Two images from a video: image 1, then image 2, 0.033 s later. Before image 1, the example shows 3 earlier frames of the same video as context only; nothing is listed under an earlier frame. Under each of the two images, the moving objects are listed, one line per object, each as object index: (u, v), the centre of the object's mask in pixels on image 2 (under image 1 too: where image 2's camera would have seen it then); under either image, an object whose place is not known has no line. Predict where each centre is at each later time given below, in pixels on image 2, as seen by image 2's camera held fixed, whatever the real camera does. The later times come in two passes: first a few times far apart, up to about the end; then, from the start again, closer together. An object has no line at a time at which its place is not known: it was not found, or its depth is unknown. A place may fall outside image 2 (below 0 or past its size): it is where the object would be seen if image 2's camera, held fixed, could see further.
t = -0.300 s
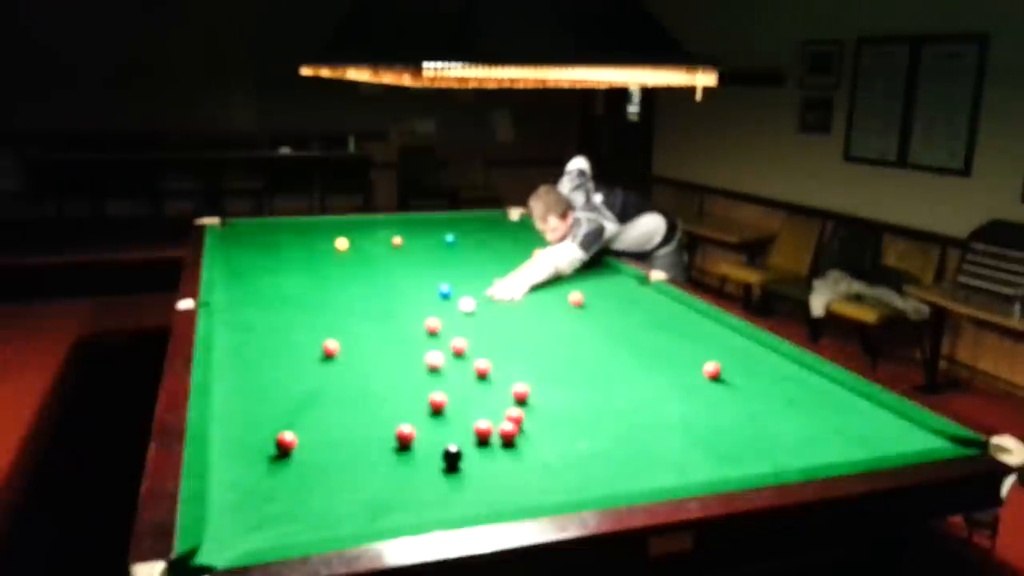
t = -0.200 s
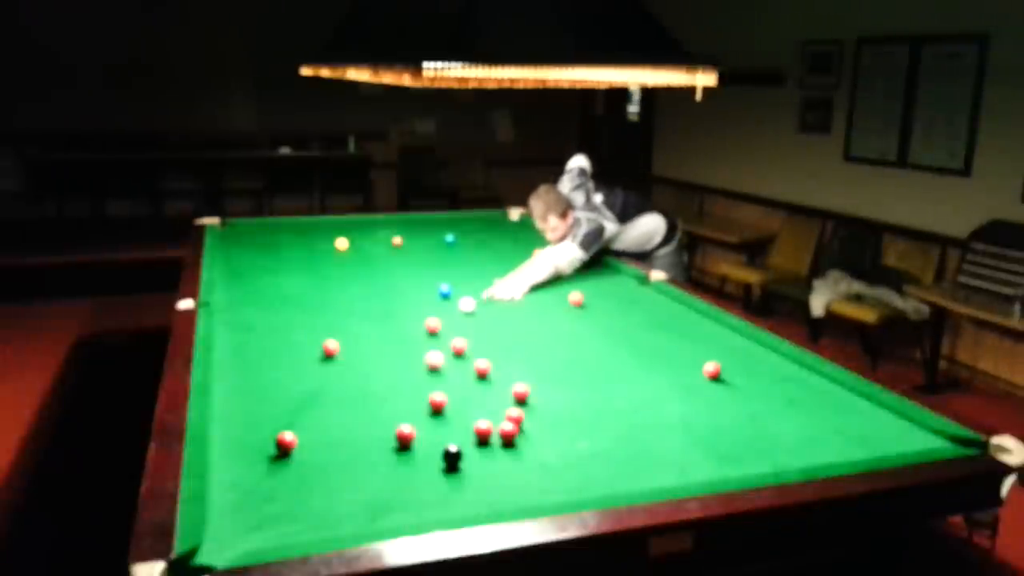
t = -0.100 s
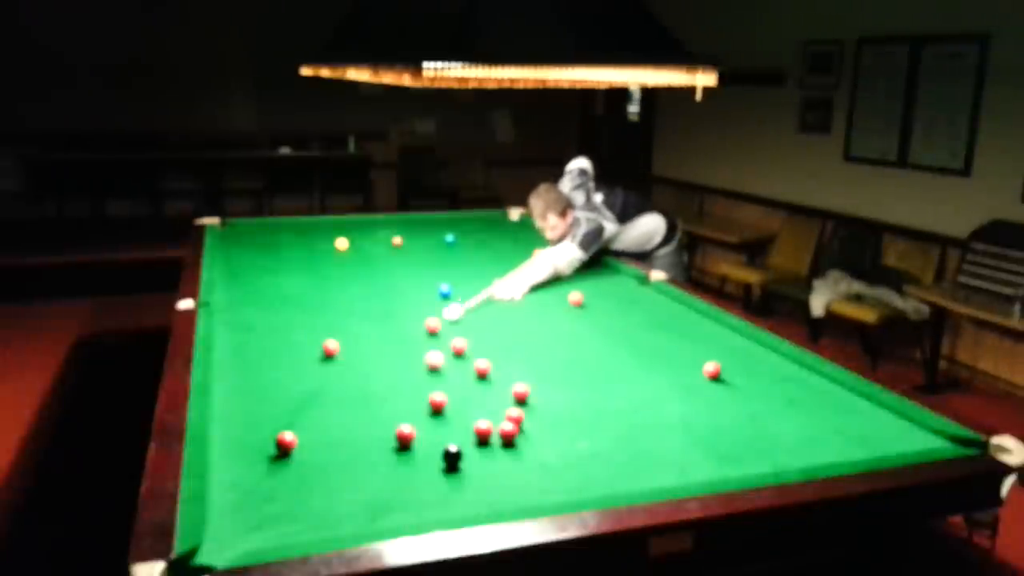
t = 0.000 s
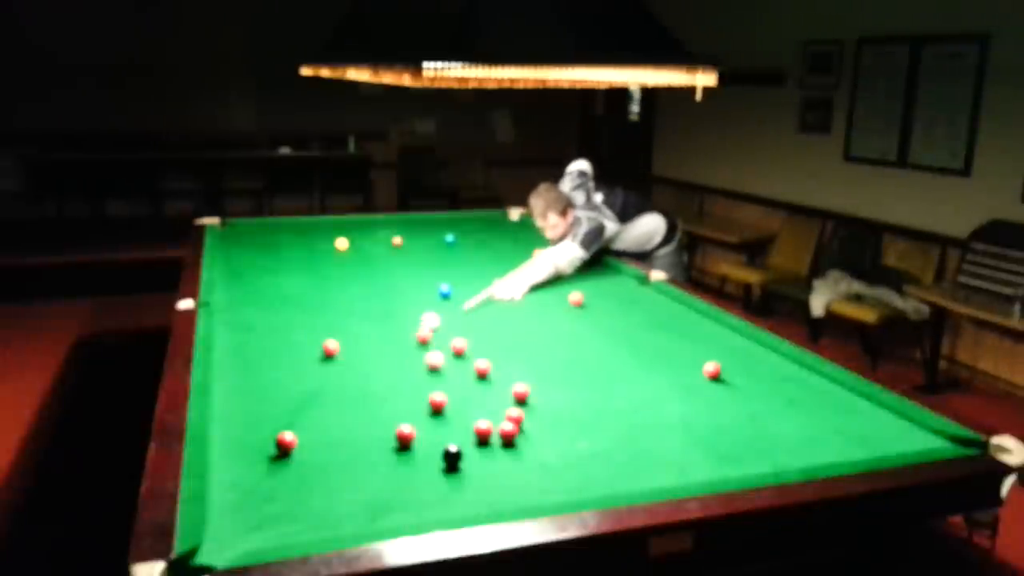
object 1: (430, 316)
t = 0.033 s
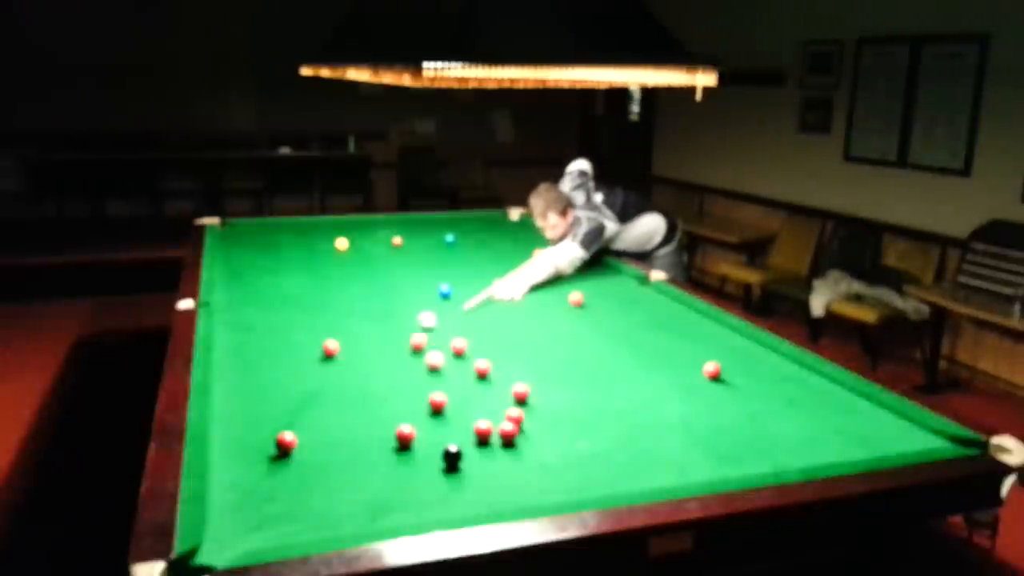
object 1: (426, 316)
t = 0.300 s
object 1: (405, 315)
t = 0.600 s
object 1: (382, 311)
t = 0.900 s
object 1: (363, 308)
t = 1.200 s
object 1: (347, 305)
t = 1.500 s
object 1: (333, 304)
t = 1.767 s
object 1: (323, 302)
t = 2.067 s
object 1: (313, 301)
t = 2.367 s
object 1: (306, 300)
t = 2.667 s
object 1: (302, 300)
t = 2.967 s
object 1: (301, 300)
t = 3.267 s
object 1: (301, 300)
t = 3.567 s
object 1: (301, 300)
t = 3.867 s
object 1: (301, 300)
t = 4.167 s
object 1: (301, 300)
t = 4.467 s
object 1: (301, 300)
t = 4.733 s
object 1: (301, 300)
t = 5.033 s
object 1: (301, 300)
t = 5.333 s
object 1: (301, 300)
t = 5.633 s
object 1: (301, 300)
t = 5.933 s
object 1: (301, 300)
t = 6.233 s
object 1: (301, 300)
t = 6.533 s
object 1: (301, 300)
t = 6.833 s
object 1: (301, 300)
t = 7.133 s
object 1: (301, 300)
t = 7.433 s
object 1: (301, 300)
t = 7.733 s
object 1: (301, 300)
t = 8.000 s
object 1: (301, 300)
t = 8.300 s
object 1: (301, 300)
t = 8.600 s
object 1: (301, 300)
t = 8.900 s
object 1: (301, 300)
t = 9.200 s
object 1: (301, 300)
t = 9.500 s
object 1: (301, 300)
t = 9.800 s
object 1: (301, 300)
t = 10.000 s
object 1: (301, 300)
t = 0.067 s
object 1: (423, 316)
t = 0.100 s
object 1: (420, 316)
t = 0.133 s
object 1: (417, 315)
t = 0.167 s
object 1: (415, 316)
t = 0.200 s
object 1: (413, 316)
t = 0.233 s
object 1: (410, 316)
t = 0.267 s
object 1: (407, 315)
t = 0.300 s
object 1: (405, 315)
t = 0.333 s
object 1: (402, 314)
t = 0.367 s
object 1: (400, 314)
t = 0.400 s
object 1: (397, 313)
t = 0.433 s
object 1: (395, 313)
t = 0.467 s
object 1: (392, 312)
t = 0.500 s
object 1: (390, 312)
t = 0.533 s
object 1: (387, 311)
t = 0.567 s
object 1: (385, 311)
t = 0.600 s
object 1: (382, 311)
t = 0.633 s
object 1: (380, 310)
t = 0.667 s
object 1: (378, 310)
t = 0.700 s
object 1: (376, 310)
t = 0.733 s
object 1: (373, 309)
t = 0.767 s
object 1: (371, 309)
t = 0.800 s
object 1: (369, 309)
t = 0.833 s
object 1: (368, 308)
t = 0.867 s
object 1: (366, 308)
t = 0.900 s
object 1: (363, 308)
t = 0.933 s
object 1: (362, 307)
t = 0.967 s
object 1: (360, 307)
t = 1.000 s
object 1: (358, 307)
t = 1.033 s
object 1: (356, 307)
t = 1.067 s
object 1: (354, 306)
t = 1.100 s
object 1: (352, 306)
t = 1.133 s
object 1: (350, 306)
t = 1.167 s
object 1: (349, 306)
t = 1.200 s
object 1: (347, 305)
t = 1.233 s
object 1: (345, 306)
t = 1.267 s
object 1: (344, 305)
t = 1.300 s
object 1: (342, 305)
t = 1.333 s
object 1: (341, 305)
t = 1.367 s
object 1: (339, 304)
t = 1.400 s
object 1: (337, 304)
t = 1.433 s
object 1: (336, 304)
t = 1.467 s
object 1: (334, 304)
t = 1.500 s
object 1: (333, 304)
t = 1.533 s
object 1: (332, 303)
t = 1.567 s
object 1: (330, 303)
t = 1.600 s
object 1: (329, 303)
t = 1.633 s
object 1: (328, 303)
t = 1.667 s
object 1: (326, 303)
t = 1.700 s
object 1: (325, 303)
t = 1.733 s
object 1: (324, 302)
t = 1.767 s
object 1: (323, 302)
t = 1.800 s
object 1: (321, 302)
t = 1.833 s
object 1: (320, 302)
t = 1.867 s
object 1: (319, 302)
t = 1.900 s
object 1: (318, 302)
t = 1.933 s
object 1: (317, 302)
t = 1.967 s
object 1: (316, 302)
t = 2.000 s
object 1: (315, 301)
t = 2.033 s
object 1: (314, 301)
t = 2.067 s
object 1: (313, 301)
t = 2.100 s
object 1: (312, 301)
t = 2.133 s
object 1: (311, 301)
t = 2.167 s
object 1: (310, 301)
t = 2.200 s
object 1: (310, 301)
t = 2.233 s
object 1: (309, 301)
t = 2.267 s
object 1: (308, 301)
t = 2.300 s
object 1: (307, 300)
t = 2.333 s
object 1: (307, 300)
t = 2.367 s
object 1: (306, 300)
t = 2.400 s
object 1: (306, 300)
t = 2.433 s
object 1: (305, 300)
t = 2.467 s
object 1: (304, 300)
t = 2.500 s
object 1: (304, 300)
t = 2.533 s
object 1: (304, 300)
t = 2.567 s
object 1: (303, 300)
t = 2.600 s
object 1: (303, 300)
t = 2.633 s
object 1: (302, 300)
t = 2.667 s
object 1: (302, 300)
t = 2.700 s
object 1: (302, 300)
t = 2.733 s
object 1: (302, 300)
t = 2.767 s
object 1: (302, 300)
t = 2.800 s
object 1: (301, 300)
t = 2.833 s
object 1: (301, 300)
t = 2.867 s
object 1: (301, 300)
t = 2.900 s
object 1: (301, 300)
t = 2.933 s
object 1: (301, 300)
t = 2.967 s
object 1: (301, 300)
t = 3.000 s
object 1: (301, 300)
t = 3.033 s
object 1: (301, 300)
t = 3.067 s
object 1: (301, 300)
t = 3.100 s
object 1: (301, 300)
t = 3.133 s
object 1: (301, 300)
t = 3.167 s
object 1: (301, 300)
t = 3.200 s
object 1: (301, 300)
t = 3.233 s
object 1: (301, 300)
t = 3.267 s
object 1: (301, 300)
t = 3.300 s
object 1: (301, 300)
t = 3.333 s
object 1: (301, 300)
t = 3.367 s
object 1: (301, 300)
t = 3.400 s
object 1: (301, 300)
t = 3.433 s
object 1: (301, 300)
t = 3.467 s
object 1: (301, 300)
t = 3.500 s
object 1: (301, 300)
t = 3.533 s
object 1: (301, 300)
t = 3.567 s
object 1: (301, 300)
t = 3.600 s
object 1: (301, 300)
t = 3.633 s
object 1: (301, 300)
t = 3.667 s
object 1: (301, 300)
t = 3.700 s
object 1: (301, 300)
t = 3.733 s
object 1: (301, 300)
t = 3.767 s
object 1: (301, 300)
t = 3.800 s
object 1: (301, 300)
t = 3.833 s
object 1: (301, 300)
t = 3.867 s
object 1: (301, 300)
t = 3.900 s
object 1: (301, 300)
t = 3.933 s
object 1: (301, 300)
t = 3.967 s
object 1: (301, 300)
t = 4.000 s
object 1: (301, 300)
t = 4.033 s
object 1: (301, 300)
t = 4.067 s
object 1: (301, 300)
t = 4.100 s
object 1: (301, 300)
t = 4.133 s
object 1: (301, 300)
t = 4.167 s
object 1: (301, 300)
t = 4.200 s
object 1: (301, 300)
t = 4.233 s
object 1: (301, 300)
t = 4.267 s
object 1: (301, 300)
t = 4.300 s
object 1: (301, 300)
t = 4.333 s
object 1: (301, 300)
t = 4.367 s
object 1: (301, 300)
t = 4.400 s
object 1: (301, 300)
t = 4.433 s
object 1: (301, 300)
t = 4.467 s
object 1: (301, 300)
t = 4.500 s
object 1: (301, 300)
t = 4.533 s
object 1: (301, 300)
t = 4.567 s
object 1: (301, 300)
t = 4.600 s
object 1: (301, 300)
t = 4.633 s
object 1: (301, 300)
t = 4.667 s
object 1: (301, 300)
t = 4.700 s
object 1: (301, 300)
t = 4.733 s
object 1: (301, 300)
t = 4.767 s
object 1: (301, 300)
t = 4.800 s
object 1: (301, 300)
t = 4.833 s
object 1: (301, 300)
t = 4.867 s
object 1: (301, 300)
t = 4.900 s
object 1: (301, 300)
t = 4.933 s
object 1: (301, 300)
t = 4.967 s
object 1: (301, 300)
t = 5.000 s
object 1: (301, 300)
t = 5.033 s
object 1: (301, 300)
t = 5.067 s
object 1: (301, 300)
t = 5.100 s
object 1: (301, 300)
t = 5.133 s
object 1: (301, 300)
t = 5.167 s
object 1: (301, 300)
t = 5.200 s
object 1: (301, 300)
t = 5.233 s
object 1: (301, 300)
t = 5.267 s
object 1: (301, 300)
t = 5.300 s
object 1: (301, 300)
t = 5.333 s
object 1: (301, 300)
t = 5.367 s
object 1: (301, 300)
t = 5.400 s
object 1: (301, 300)
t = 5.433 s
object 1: (301, 300)
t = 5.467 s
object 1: (301, 300)
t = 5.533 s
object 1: (301, 300)
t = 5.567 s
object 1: (301, 300)
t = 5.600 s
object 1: (301, 300)
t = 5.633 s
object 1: (301, 300)
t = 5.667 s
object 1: (301, 300)
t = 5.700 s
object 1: (301, 300)
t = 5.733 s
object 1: (301, 300)
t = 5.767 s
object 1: (301, 300)
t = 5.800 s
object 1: (301, 300)
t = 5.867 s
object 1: (301, 300)
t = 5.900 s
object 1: (301, 300)
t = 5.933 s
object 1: (301, 300)
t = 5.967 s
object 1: (301, 300)
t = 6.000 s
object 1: (301, 300)
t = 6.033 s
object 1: (301, 300)
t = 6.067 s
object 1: (301, 300)
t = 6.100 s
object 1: (301, 300)
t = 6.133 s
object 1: (301, 300)
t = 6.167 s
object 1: (301, 300)
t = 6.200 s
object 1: (301, 300)
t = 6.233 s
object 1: (301, 300)
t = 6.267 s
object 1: (301, 300)
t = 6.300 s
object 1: (301, 300)
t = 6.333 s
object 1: (301, 300)
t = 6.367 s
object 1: (301, 300)
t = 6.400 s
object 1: (301, 300)
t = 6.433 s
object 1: (301, 300)
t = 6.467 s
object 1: (301, 300)
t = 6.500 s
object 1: (301, 300)
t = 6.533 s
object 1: (301, 300)
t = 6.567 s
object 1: (301, 300)
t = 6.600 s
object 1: (301, 300)
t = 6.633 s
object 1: (301, 300)
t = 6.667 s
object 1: (301, 300)
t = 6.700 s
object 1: (301, 300)
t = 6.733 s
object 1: (301, 300)
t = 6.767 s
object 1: (301, 300)
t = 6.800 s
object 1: (301, 300)
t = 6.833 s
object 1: (301, 300)
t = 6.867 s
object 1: (301, 300)
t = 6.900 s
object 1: (301, 300)
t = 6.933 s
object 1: (301, 300)
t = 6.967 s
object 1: (301, 300)
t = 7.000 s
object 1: (301, 300)
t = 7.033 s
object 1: (301, 300)
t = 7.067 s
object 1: (301, 300)
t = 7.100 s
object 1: (301, 300)
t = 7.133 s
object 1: (301, 300)
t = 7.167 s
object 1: (301, 300)
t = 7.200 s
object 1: (301, 300)
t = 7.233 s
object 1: (301, 300)
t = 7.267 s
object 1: (301, 300)
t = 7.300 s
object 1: (301, 300)
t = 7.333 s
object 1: (301, 300)
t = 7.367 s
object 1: (301, 300)
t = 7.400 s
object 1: (301, 300)
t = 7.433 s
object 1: (301, 300)
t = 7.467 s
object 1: (301, 300)
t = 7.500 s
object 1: (301, 300)
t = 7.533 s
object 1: (301, 300)
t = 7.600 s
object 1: (301, 300)
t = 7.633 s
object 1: (301, 300)
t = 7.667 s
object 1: (301, 300)
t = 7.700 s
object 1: (301, 300)
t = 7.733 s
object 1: (301, 300)
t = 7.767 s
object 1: (301, 300)
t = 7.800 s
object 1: (301, 300)
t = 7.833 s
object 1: (301, 300)
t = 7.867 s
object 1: (301, 300)
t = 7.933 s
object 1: (301, 300)
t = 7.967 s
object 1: (301, 300)
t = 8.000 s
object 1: (301, 300)
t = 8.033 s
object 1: (301, 300)
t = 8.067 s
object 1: (301, 300)
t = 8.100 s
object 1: (301, 300)
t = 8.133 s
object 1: (301, 300)
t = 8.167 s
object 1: (301, 300)
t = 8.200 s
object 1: (301, 300)
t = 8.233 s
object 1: (301, 300)
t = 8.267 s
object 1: (301, 300)
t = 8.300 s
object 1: (301, 300)
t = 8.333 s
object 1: (301, 300)
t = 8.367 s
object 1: (301, 300)
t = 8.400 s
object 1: (301, 300)
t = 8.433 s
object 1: (301, 300)
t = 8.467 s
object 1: (301, 300)
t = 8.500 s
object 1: (301, 300)
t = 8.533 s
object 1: (301, 300)
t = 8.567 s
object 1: (301, 300)
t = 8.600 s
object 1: (301, 300)
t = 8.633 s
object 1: (301, 300)
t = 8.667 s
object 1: (301, 300)
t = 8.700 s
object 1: (301, 300)
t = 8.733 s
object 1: (301, 300)
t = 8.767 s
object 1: (301, 300)
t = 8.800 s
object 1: (301, 300)
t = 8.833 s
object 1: (301, 300)
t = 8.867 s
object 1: (301, 300)
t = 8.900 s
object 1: (301, 300)
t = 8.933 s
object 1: (301, 300)
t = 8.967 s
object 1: (301, 300)
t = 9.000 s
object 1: (301, 300)
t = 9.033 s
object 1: (301, 300)
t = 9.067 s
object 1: (301, 300)
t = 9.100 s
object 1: (301, 300)
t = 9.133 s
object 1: (301, 300)
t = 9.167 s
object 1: (301, 300)
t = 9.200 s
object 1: (301, 300)
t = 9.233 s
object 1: (301, 300)
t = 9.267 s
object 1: (301, 300)
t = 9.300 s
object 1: (301, 300)
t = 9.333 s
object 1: (301, 300)
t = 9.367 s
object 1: (301, 300)
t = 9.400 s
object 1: (301, 300)
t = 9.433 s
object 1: (301, 300)
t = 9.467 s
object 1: (301, 300)
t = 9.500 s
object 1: (301, 300)
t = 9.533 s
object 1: (301, 300)
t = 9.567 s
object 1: (301, 300)
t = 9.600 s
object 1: (301, 300)
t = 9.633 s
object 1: (301, 300)
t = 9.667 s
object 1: (301, 300)
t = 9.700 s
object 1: (301, 300)
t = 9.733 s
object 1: (301, 300)
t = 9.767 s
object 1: (301, 300)
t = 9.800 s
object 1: (301, 300)
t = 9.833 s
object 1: (301, 300)
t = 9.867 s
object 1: (301, 300)
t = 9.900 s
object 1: (301, 300)
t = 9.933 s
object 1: (301, 300)
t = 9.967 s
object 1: (301, 300)
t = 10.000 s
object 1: (301, 300)
